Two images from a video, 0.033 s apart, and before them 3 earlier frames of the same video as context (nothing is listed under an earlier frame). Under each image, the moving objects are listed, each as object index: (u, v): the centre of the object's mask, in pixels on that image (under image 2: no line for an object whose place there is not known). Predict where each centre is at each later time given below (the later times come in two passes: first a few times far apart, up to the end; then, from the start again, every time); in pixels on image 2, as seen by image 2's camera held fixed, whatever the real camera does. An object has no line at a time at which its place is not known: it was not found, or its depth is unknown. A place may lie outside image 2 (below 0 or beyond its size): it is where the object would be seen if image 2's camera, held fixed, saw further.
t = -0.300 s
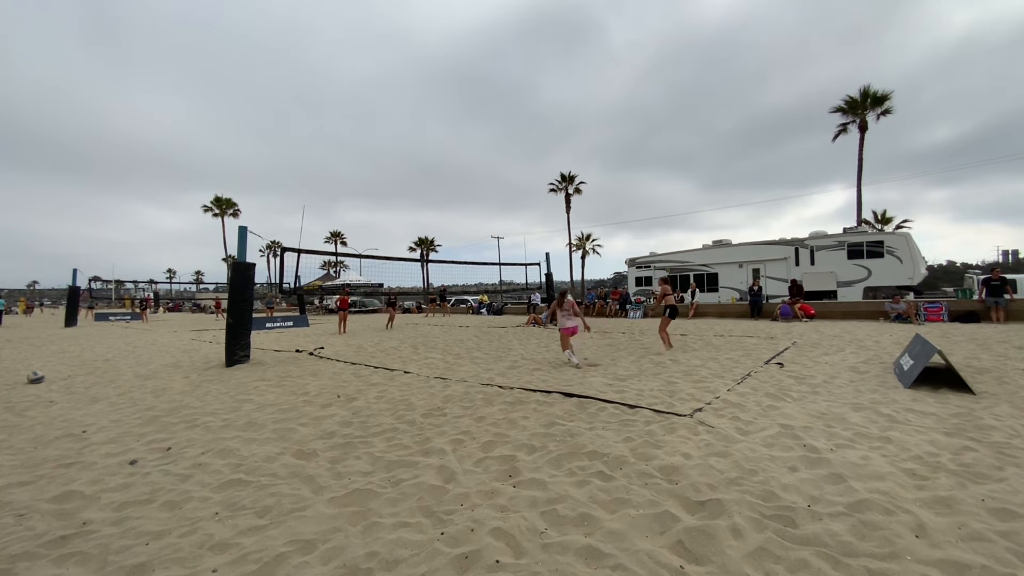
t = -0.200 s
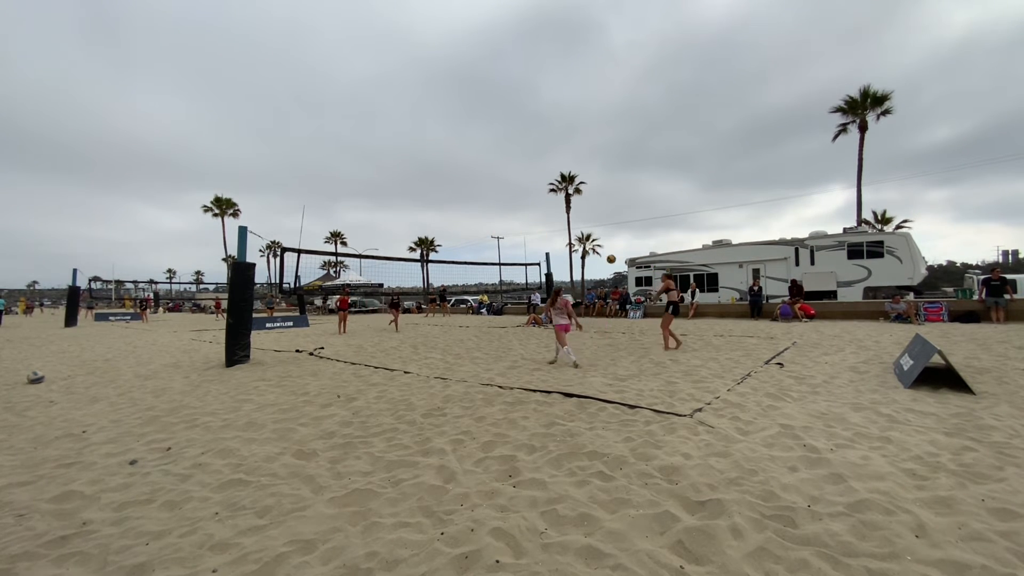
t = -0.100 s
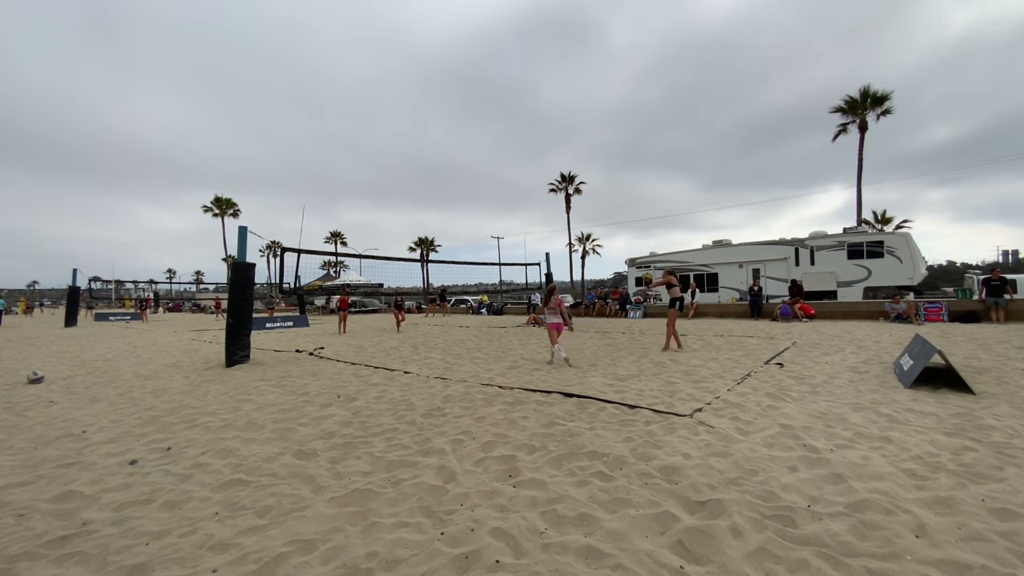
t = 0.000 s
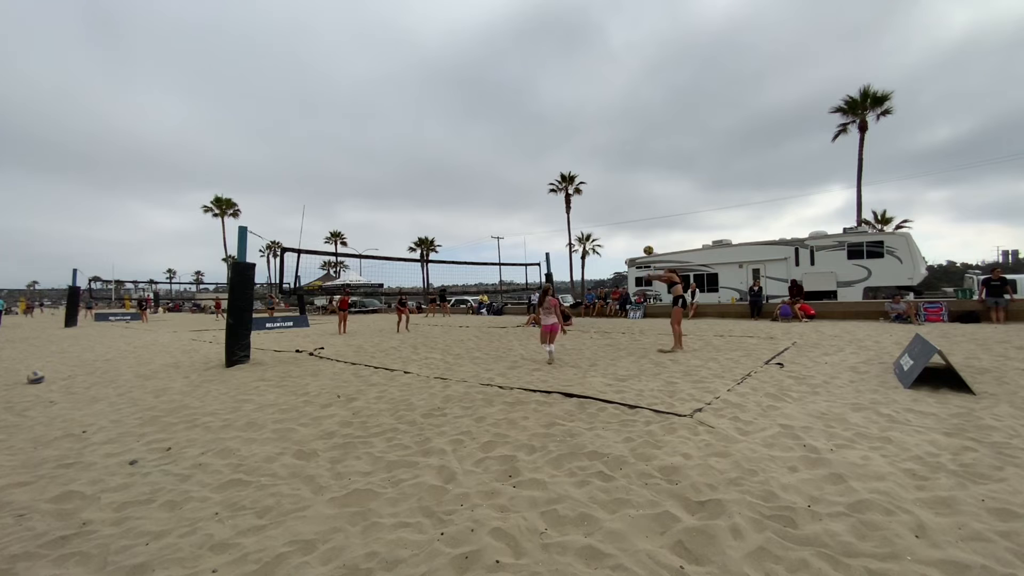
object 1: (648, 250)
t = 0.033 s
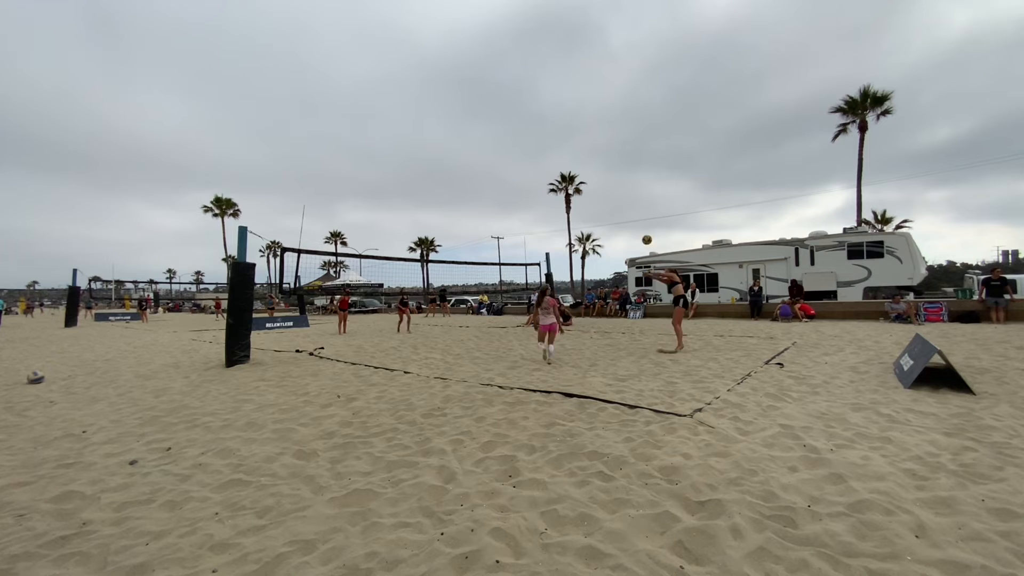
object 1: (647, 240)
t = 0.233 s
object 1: (638, 187)
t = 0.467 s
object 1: (628, 147)
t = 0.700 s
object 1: (619, 132)
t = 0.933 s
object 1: (611, 141)
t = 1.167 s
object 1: (601, 175)
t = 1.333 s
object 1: (595, 214)
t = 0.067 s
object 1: (645, 230)
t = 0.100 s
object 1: (643, 220)
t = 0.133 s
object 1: (642, 211)
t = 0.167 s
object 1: (640, 203)
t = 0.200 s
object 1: (639, 194)
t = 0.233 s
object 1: (638, 187)
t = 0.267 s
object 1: (636, 179)
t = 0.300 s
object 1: (635, 173)
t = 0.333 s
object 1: (634, 167)
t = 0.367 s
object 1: (632, 161)
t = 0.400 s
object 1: (631, 156)
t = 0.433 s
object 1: (630, 152)
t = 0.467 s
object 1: (628, 147)
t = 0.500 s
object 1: (627, 144)
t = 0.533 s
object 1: (626, 140)
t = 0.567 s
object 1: (625, 138)
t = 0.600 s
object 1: (623, 135)
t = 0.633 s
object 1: (622, 134)
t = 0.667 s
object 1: (621, 133)
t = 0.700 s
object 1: (619, 132)
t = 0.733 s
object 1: (618, 132)
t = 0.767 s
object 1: (617, 132)
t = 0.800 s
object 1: (616, 133)
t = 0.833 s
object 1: (614, 134)
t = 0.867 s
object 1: (613, 136)
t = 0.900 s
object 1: (612, 138)
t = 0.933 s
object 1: (611, 141)
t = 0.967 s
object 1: (609, 144)
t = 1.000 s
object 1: (608, 148)
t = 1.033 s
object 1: (607, 152)
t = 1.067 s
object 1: (605, 157)
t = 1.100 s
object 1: (604, 163)
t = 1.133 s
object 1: (603, 169)
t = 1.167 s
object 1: (601, 175)
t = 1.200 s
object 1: (600, 182)
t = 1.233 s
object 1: (599, 189)
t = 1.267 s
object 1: (597, 197)
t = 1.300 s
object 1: (596, 206)
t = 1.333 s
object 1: (595, 214)
